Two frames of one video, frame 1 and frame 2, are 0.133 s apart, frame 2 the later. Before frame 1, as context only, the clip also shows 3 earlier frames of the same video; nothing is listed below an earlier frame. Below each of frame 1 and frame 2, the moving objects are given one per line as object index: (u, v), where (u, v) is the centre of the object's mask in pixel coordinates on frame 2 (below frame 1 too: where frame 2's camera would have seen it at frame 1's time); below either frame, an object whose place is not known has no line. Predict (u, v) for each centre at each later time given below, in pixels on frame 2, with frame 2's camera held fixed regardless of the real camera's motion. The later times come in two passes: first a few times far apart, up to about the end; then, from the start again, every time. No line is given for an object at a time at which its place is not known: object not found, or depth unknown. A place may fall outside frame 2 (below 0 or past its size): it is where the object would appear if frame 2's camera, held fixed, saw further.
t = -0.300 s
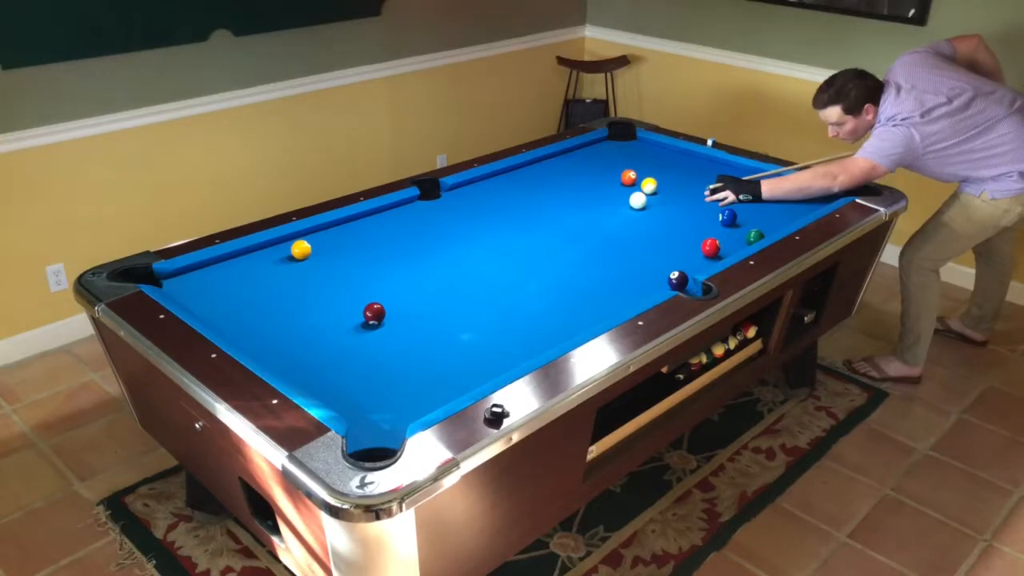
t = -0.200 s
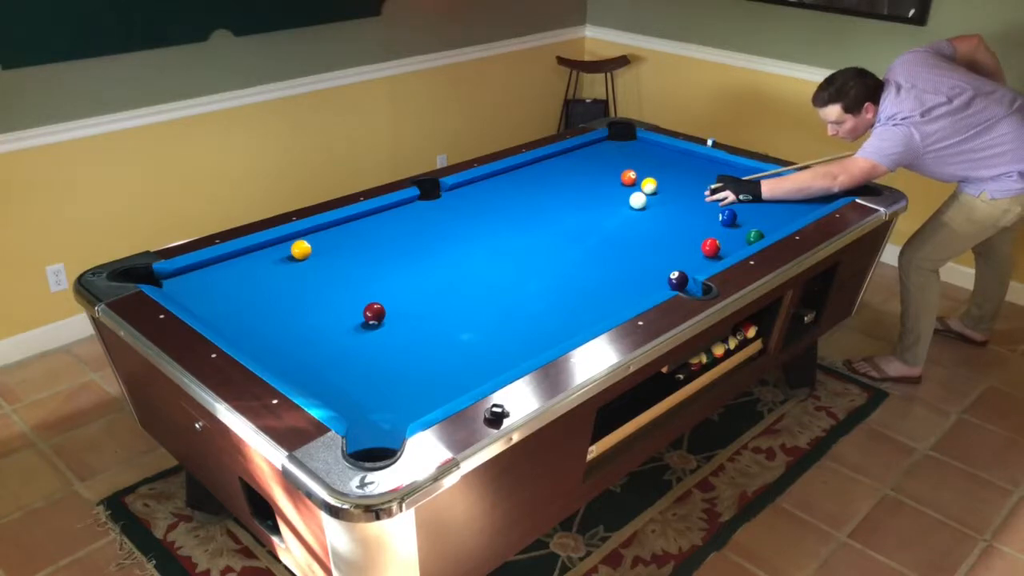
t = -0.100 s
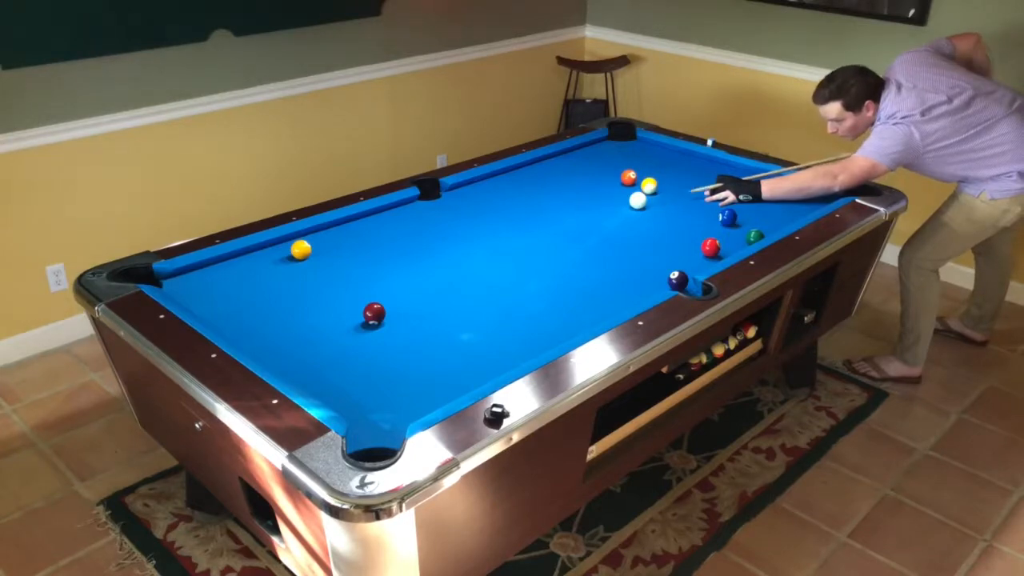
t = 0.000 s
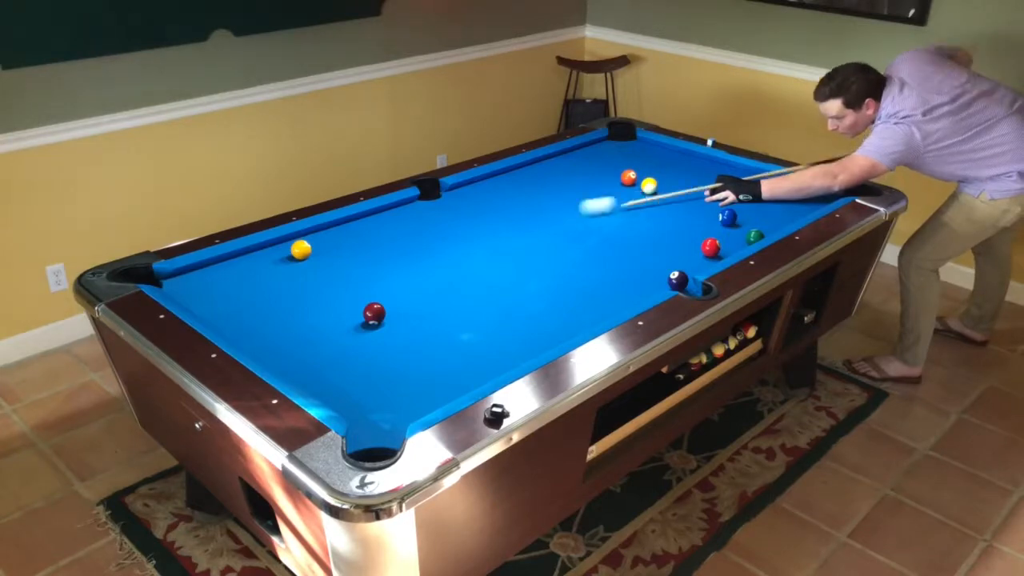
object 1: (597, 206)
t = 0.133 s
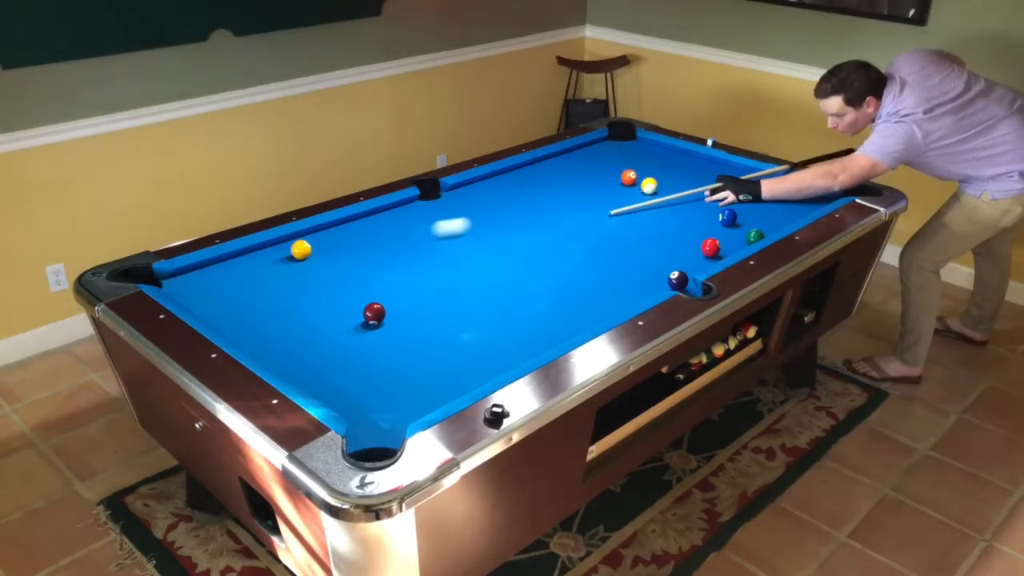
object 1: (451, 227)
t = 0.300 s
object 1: (315, 243)
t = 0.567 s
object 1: (305, 238)
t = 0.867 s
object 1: (328, 240)
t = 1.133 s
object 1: (346, 242)
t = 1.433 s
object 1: (364, 245)
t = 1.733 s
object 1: (379, 247)
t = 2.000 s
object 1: (391, 249)
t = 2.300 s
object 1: (402, 250)
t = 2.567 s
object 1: (409, 251)
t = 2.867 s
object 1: (415, 252)
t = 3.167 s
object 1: (418, 253)
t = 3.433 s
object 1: (419, 253)
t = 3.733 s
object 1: (419, 253)
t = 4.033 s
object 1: (419, 253)
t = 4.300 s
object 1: (419, 253)
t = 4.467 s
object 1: (419, 253)
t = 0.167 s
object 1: (413, 233)
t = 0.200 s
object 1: (376, 238)
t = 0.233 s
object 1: (338, 243)
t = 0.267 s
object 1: (318, 245)
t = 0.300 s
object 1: (315, 243)
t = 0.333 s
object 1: (312, 242)
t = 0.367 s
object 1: (309, 241)
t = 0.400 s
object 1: (305, 240)
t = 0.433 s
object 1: (302, 238)
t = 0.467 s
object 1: (299, 237)
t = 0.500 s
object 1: (300, 237)
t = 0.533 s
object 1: (302, 237)
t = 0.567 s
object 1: (305, 238)
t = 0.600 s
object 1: (308, 238)
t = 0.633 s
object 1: (310, 238)
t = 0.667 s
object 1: (313, 238)
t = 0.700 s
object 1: (316, 239)
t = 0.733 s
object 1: (318, 239)
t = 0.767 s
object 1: (321, 239)
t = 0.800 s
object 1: (323, 240)
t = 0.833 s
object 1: (325, 240)
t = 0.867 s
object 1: (328, 240)
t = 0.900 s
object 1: (330, 240)
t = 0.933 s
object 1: (332, 241)
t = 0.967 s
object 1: (335, 241)
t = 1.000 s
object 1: (337, 241)
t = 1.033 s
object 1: (339, 242)
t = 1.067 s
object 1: (341, 242)
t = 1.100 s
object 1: (344, 242)
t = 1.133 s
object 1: (346, 242)
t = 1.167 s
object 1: (348, 243)
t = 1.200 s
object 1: (350, 243)
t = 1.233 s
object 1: (352, 243)
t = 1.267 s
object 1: (354, 244)
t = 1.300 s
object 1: (356, 244)
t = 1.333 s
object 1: (358, 244)
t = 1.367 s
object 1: (360, 244)
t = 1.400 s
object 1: (362, 245)
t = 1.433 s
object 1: (364, 245)
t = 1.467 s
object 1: (366, 245)
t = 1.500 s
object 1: (368, 245)
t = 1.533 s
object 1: (370, 246)
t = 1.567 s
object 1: (371, 246)
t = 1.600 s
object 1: (373, 246)
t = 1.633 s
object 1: (375, 246)
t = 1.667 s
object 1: (376, 247)
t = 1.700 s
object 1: (378, 247)
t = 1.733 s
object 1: (379, 247)
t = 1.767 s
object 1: (381, 247)
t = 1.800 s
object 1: (383, 247)
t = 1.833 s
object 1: (384, 248)
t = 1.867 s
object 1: (386, 248)
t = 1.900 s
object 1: (387, 248)
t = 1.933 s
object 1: (388, 248)
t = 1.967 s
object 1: (390, 249)
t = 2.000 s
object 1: (391, 249)
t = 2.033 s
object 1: (392, 249)
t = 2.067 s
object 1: (394, 249)
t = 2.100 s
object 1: (395, 249)
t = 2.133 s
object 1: (396, 249)
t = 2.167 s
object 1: (397, 250)
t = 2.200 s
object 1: (398, 250)
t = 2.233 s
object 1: (400, 250)
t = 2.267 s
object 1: (400, 250)
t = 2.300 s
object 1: (402, 250)
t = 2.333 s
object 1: (403, 250)
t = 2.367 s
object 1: (404, 250)
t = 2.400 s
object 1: (405, 251)
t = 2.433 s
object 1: (405, 251)
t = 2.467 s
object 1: (406, 251)
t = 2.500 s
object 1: (407, 251)
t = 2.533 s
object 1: (408, 251)
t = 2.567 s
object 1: (409, 251)
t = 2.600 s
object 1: (410, 251)
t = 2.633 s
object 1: (410, 252)
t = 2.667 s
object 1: (411, 252)
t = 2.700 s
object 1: (412, 252)
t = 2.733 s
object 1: (413, 252)
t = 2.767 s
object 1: (413, 252)
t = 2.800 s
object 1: (414, 252)
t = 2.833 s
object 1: (414, 252)
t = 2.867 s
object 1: (415, 252)
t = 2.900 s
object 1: (415, 252)
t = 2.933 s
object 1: (416, 252)
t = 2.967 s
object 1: (416, 252)
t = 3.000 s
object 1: (417, 252)
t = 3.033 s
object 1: (417, 252)
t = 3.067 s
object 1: (417, 253)
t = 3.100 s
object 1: (418, 253)
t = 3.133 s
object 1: (418, 253)
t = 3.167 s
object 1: (418, 253)
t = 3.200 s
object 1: (418, 253)
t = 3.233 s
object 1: (418, 253)
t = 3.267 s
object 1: (418, 253)
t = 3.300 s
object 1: (418, 253)
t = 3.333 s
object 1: (419, 253)
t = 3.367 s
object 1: (419, 253)
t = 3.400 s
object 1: (419, 253)
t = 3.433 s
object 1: (419, 253)
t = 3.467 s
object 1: (419, 253)
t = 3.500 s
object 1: (419, 253)
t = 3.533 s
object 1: (419, 253)
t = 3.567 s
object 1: (419, 253)
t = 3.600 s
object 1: (419, 253)
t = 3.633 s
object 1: (419, 253)
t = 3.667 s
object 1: (419, 253)
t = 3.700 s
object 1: (419, 253)
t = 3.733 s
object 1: (419, 253)
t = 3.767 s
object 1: (419, 253)
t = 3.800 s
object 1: (419, 253)
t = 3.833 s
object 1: (419, 253)
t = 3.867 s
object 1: (419, 253)
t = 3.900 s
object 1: (419, 253)
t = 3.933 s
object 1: (419, 253)
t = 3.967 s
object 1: (419, 253)
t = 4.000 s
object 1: (419, 253)
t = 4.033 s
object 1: (419, 253)
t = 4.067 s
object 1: (419, 253)
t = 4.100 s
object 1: (419, 253)
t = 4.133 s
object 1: (419, 253)
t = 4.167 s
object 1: (419, 253)
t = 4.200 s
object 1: (419, 253)
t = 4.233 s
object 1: (419, 253)
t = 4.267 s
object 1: (419, 253)
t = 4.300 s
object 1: (419, 253)
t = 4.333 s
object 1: (419, 253)
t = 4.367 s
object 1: (419, 253)
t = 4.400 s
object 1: (419, 253)
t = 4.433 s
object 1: (419, 253)
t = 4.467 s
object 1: (419, 253)
